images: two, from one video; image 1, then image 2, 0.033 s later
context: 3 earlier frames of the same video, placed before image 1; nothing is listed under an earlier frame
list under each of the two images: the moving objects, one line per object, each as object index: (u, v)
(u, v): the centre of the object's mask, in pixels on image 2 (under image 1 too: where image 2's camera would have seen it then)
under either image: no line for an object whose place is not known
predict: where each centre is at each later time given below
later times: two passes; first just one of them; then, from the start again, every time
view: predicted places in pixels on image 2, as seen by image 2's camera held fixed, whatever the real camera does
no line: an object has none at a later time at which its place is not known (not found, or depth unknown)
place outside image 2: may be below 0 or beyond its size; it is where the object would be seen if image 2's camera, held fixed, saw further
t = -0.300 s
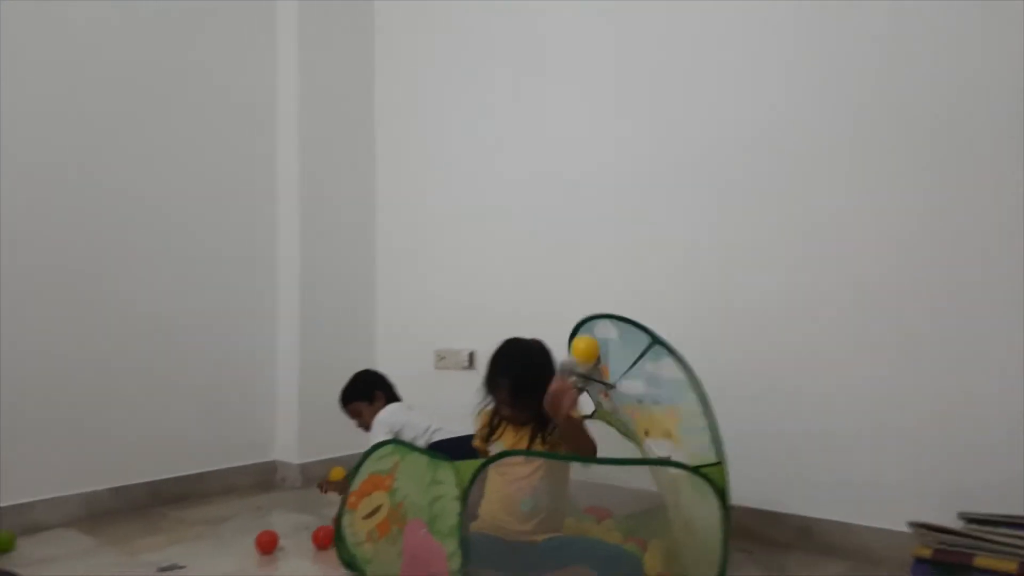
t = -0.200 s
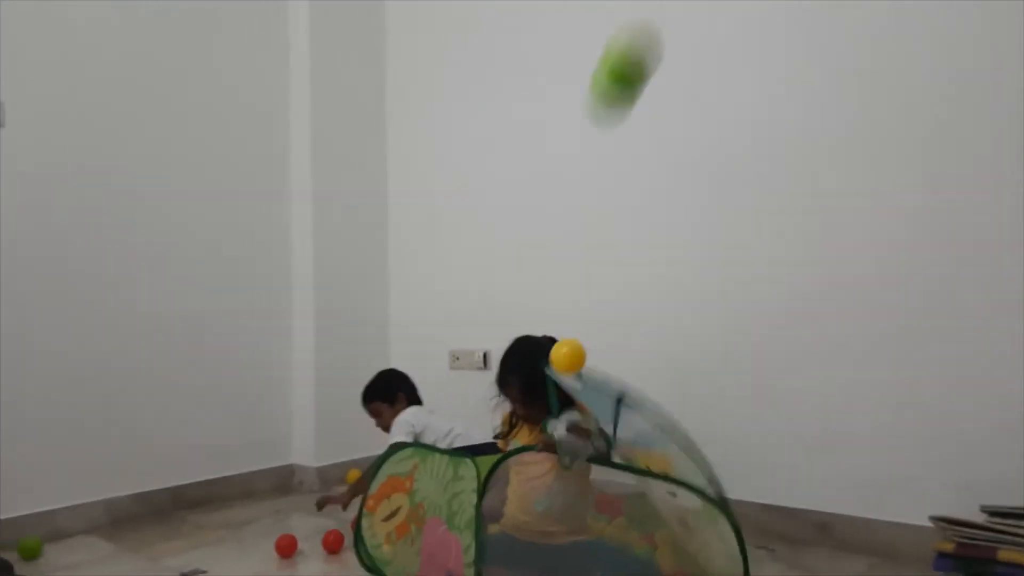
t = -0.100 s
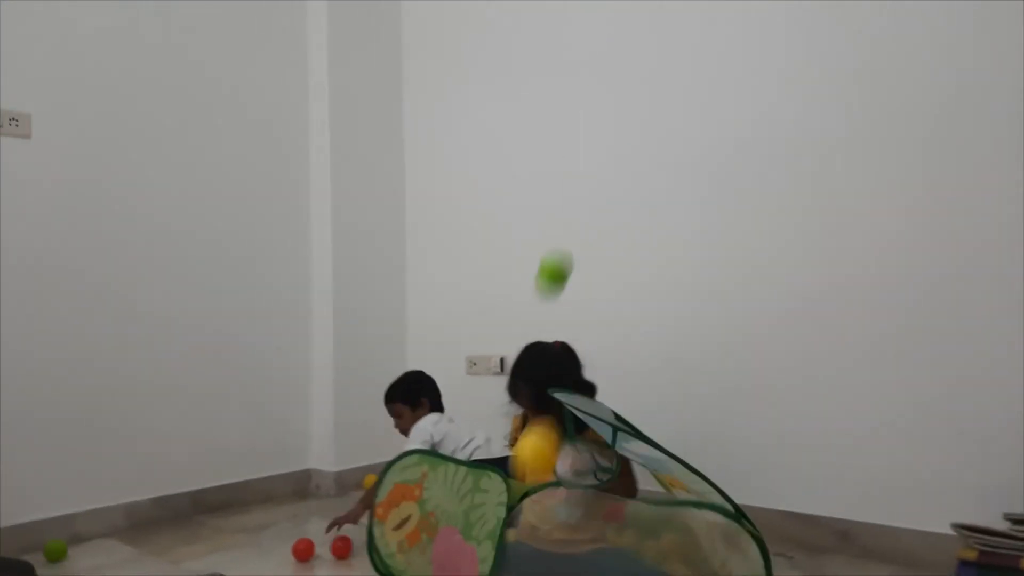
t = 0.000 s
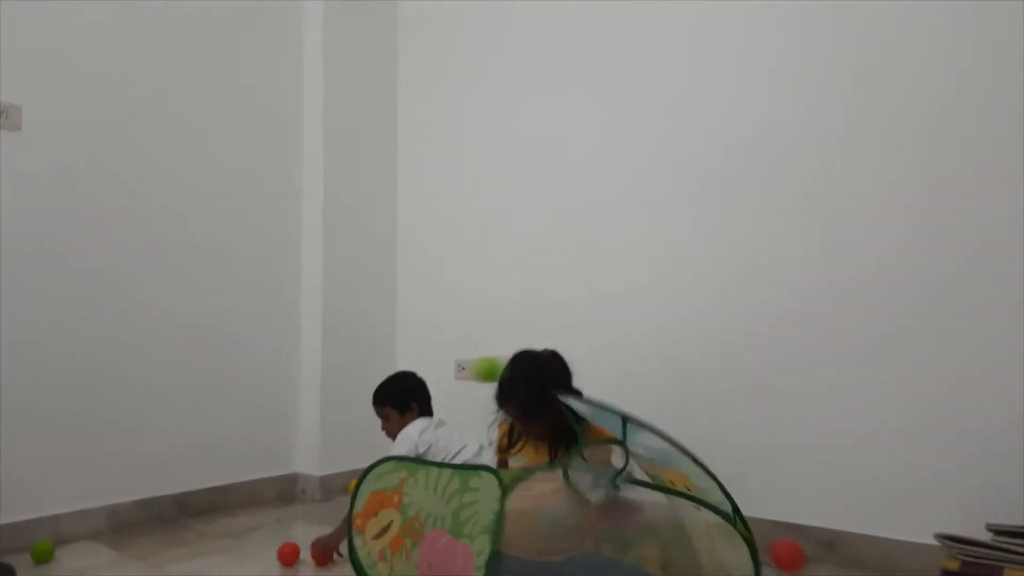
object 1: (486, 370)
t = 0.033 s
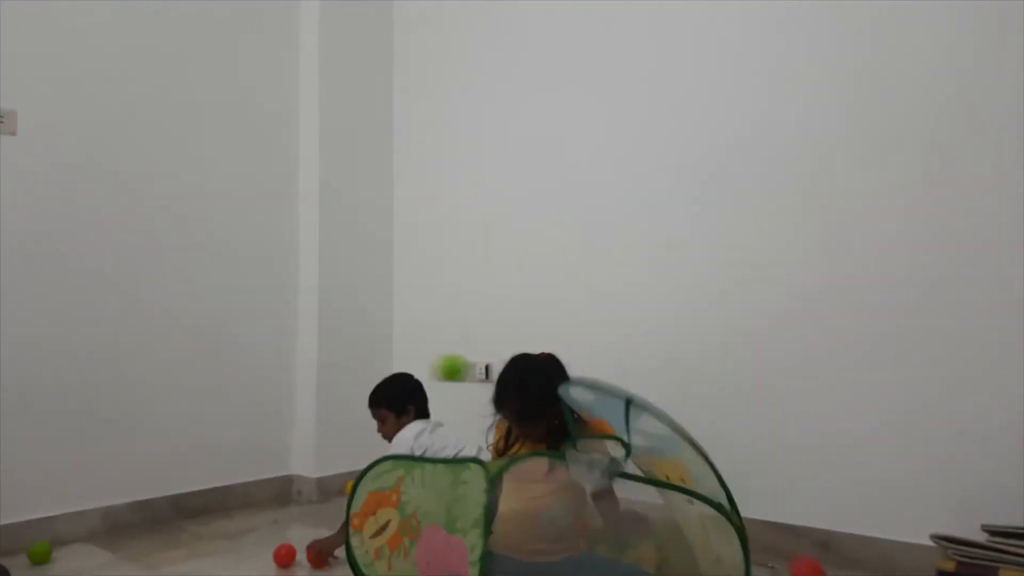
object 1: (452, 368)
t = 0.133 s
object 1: (325, 390)
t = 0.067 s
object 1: (415, 369)
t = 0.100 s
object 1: (370, 375)
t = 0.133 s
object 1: (325, 390)
